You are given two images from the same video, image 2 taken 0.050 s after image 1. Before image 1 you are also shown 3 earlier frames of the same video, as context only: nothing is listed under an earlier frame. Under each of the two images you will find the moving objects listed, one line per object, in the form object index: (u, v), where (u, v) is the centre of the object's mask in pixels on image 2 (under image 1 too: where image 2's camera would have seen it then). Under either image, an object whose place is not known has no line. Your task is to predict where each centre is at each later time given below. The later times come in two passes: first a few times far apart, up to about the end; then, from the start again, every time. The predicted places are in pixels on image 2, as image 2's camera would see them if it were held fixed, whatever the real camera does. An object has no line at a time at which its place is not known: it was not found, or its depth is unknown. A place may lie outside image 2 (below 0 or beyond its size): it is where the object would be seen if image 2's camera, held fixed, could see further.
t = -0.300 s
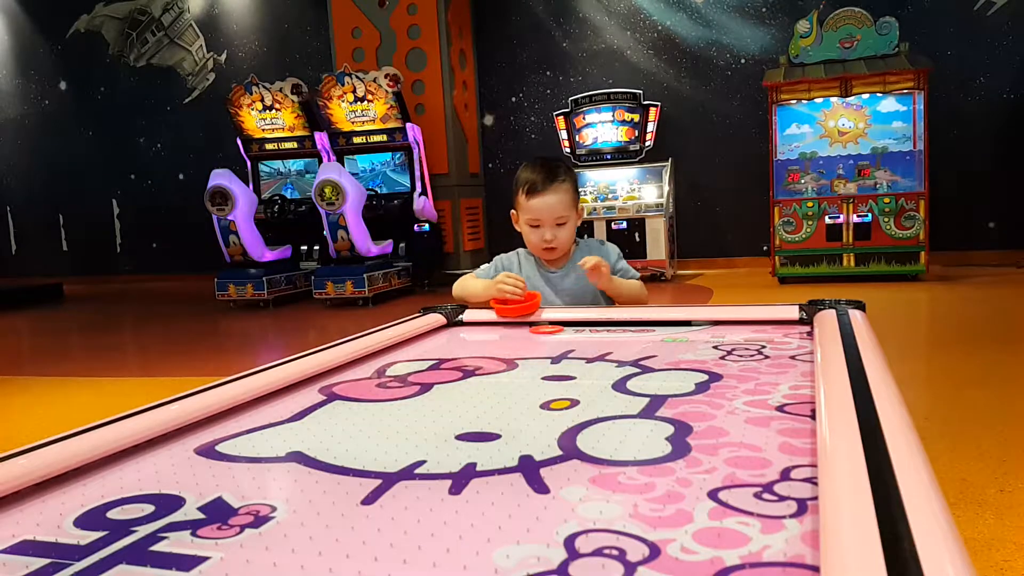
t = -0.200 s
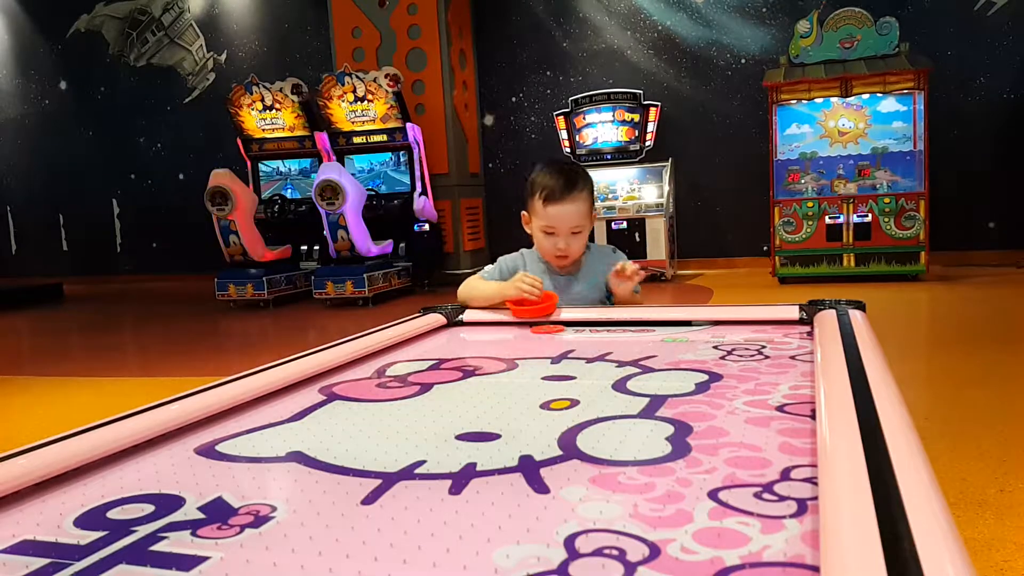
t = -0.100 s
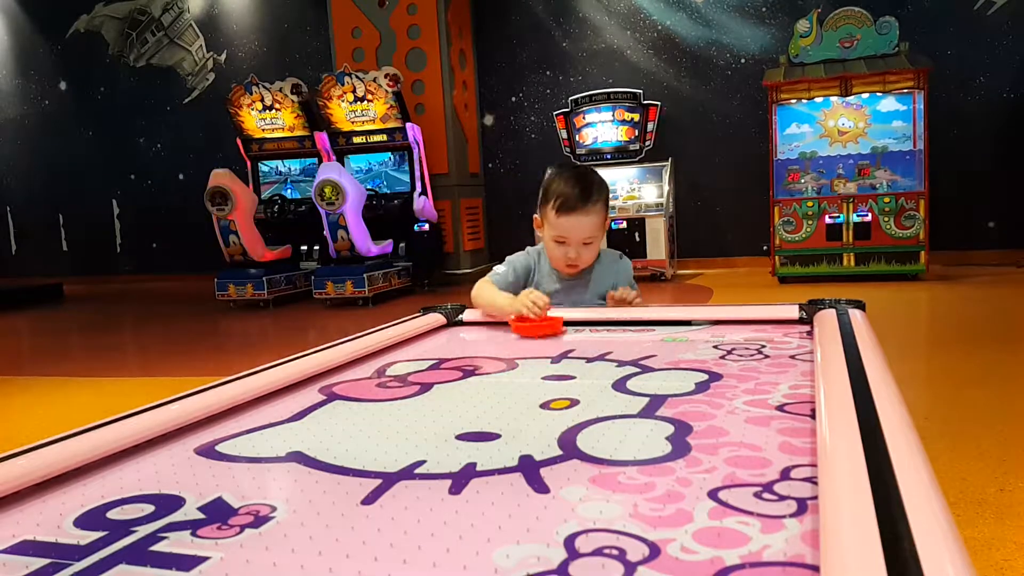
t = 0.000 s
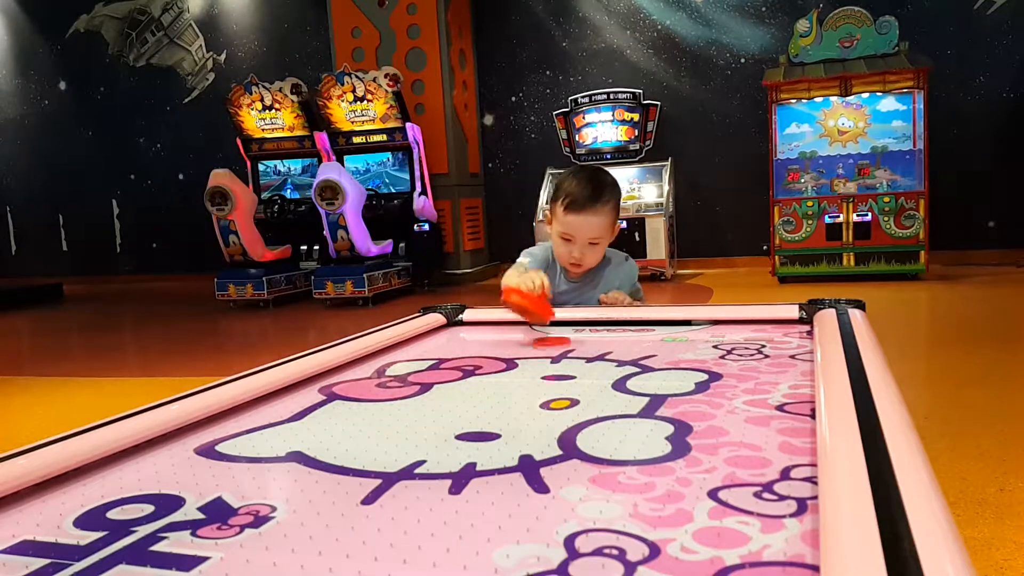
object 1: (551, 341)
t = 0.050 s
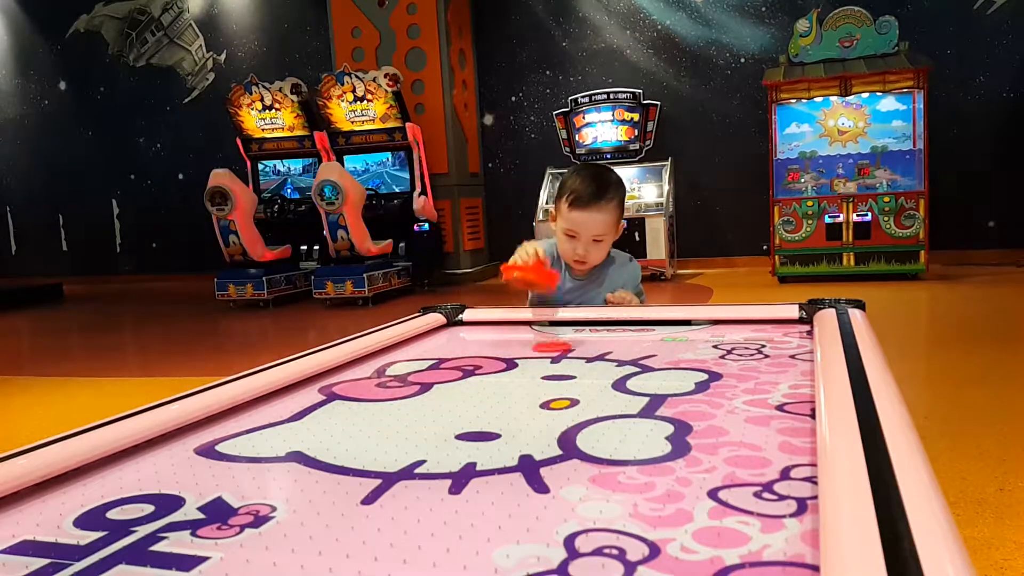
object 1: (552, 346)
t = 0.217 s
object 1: (554, 372)
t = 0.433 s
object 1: (557, 425)
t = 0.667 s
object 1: (563, 531)
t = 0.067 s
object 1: (552, 349)
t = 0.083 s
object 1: (553, 351)
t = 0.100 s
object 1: (554, 353)
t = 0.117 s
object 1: (553, 356)
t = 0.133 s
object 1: (552, 358)
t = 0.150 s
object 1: (553, 360)
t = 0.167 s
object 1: (553, 363)
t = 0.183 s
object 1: (552, 365)
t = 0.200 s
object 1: (553, 370)
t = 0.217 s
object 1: (554, 372)
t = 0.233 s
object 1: (553, 376)
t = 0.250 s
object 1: (554, 379)
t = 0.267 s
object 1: (555, 381)
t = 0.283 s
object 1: (554, 386)
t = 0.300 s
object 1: (554, 390)
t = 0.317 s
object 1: (554, 393)
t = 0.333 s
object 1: (555, 398)
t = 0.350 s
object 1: (555, 402)
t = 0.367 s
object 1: (556, 406)
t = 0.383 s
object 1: (556, 410)
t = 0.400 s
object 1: (556, 415)
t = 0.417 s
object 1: (556, 420)
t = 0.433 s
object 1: (557, 425)
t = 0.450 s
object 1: (557, 430)
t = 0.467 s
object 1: (557, 436)
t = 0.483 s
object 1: (558, 441)
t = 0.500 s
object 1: (558, 448)
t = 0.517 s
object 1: (558, 454)
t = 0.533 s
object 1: (558, 461)
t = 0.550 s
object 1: (559, 468)
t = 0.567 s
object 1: (559, 475)
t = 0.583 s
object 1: (560, 483)
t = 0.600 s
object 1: (560, 491)
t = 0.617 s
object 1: (561, 500)
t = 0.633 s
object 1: (562, 510)
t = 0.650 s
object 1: (562, 520)
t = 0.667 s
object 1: (563, 531)
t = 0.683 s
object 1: (564, 542)
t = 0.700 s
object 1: (565, 554)
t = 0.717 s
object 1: (567, 561)
